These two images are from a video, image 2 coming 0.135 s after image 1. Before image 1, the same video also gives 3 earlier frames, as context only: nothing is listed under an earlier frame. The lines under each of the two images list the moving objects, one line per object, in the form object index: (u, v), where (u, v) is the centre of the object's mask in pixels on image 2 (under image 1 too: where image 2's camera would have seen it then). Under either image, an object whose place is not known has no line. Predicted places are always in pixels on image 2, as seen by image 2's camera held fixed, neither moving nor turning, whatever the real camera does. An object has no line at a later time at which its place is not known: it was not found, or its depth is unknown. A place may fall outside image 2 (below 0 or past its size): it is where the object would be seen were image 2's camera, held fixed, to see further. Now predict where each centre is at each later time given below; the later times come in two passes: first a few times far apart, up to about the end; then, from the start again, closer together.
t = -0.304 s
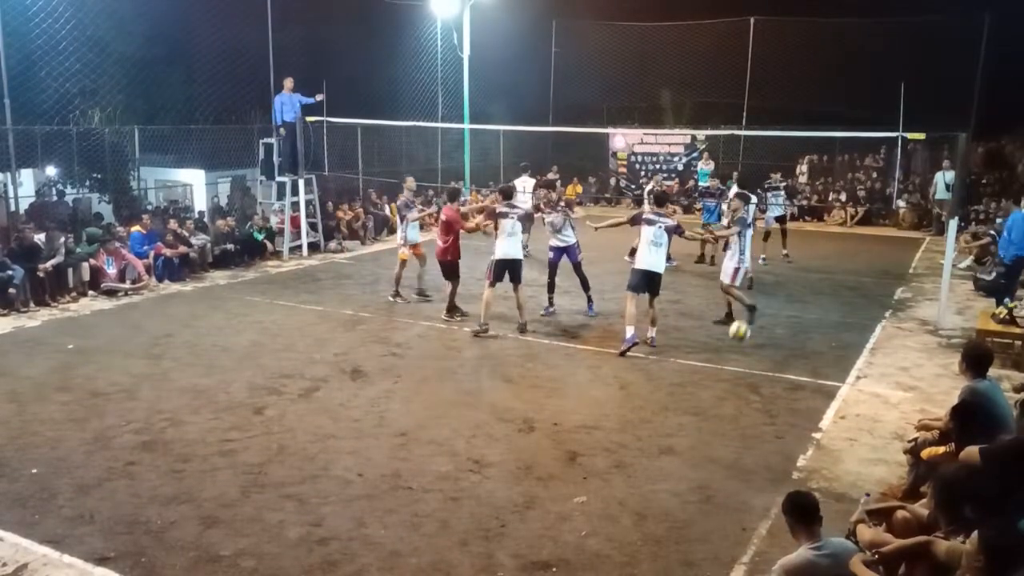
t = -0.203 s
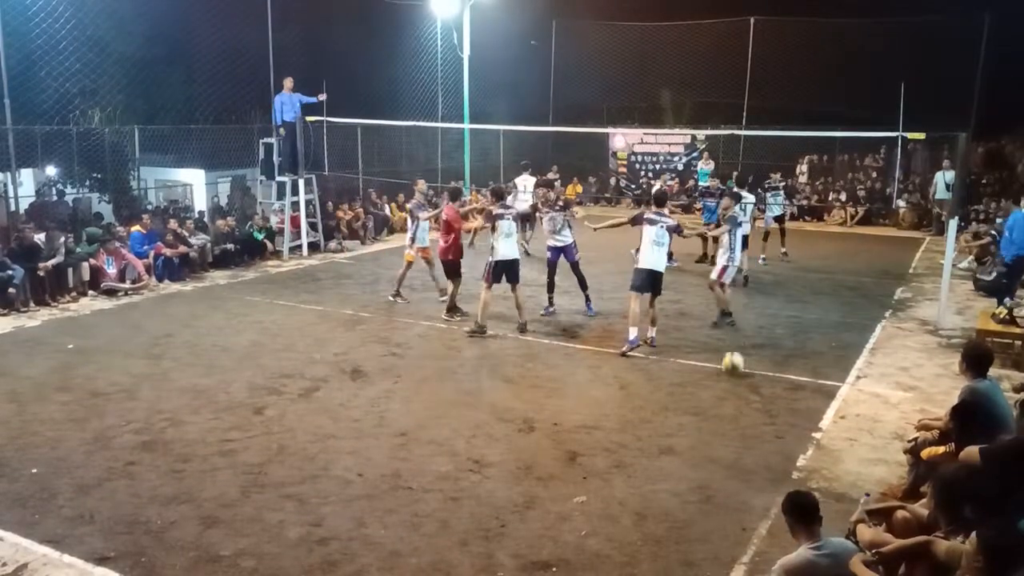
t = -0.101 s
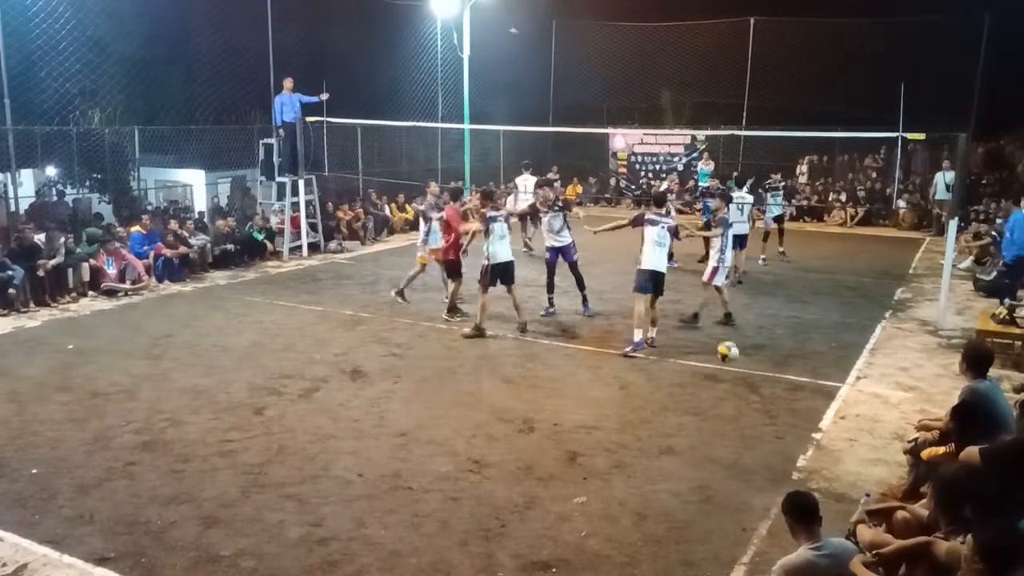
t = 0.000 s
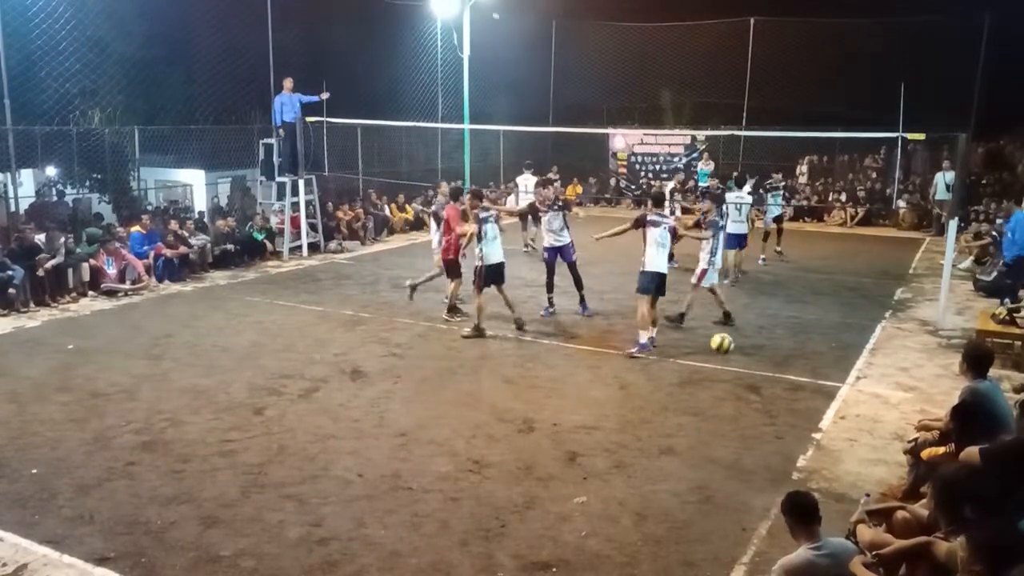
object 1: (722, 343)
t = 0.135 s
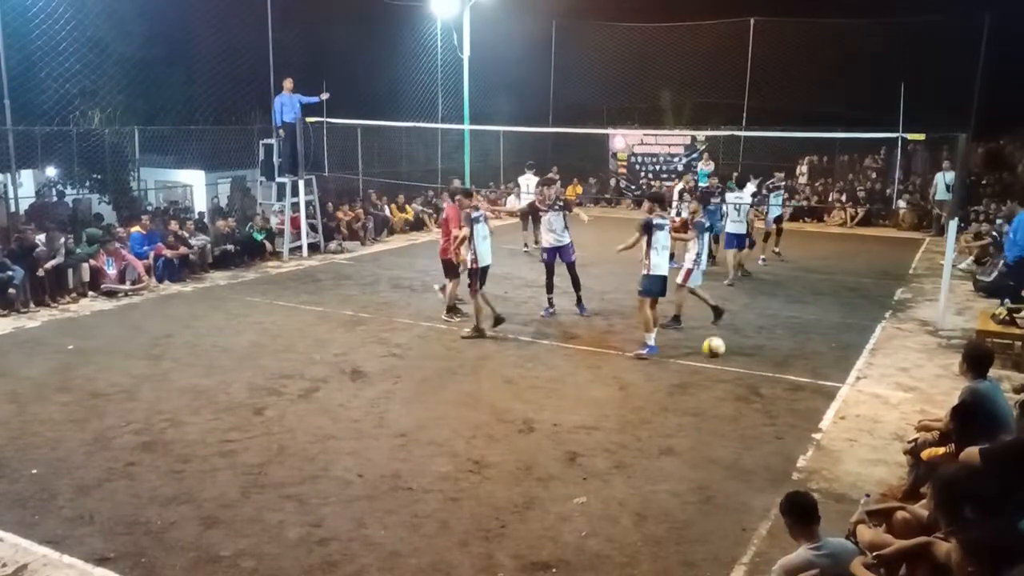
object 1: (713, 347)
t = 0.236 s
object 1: (705, 361)
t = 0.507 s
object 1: (684, 390)
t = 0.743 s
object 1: (661, 413)
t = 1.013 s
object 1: (634, 440)
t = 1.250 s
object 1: (606, 468)
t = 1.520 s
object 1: (566, 508)
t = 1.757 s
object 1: (523, 541)
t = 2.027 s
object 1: (468, 568)
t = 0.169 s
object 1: (711, 351)
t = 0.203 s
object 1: (709, 355)
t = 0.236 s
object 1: (705, 361)
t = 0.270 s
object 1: (703, 368)
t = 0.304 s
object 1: (700, 377)
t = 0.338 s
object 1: (697, 386)
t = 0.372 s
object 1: (695, 398)
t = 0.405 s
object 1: (692, 398)
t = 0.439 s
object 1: (690, 394)
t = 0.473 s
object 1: (687, 392)
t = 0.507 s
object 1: (684, 390)
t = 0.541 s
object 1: (681, 389)
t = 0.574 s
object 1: (678, 390)
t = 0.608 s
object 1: (674, 392)
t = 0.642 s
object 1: (671, 395)
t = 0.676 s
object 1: (668, 399)
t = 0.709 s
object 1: (665, 406)
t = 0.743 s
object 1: (661, 413)
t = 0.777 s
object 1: (658, 421)
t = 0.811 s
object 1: (654, 432)
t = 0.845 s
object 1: (651, 434)
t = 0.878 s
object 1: (647, 432)
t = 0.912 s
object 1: (644, 432)
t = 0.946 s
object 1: (641, 433)
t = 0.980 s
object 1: (637, 436)
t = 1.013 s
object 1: (634, 440)
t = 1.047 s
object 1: (631, 446)
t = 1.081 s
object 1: (627, 452)
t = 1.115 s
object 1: (624, 464)
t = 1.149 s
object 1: (619, 465)
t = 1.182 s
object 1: (614, 463)
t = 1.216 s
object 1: (610, 465)
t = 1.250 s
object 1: (606, 468)
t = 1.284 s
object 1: (602, 473)
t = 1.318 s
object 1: (597, 479)
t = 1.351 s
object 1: (592, 489)
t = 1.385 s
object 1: (587, 491)
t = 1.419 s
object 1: (582, 491)
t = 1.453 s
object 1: (576, 494)
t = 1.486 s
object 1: (571, 499)
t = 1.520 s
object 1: (566, 508)
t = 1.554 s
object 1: (560, 513)
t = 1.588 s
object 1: (555, 515)
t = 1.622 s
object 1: (548, 518)
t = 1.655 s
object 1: (542, 525)
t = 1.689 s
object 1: (535, 531)
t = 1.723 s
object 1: (530, 533)
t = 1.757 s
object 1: (523, 541)
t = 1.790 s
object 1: (517, 548)
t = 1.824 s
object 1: (511, 551)
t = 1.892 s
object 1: (497, 557)
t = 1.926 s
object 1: (491, 560)
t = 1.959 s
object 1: (482, 562)
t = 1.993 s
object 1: (476, 565)
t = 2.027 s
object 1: (468, 568)
